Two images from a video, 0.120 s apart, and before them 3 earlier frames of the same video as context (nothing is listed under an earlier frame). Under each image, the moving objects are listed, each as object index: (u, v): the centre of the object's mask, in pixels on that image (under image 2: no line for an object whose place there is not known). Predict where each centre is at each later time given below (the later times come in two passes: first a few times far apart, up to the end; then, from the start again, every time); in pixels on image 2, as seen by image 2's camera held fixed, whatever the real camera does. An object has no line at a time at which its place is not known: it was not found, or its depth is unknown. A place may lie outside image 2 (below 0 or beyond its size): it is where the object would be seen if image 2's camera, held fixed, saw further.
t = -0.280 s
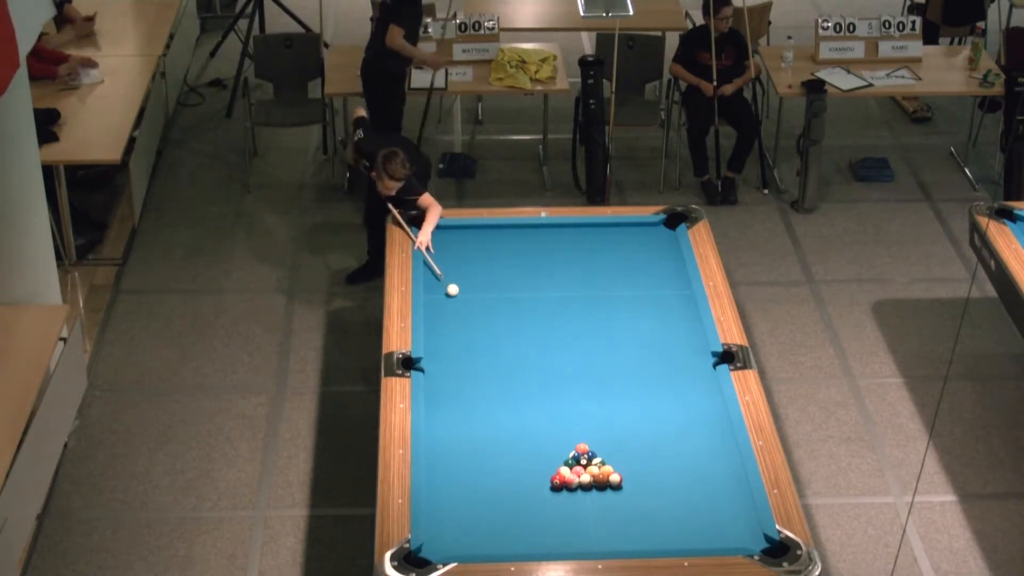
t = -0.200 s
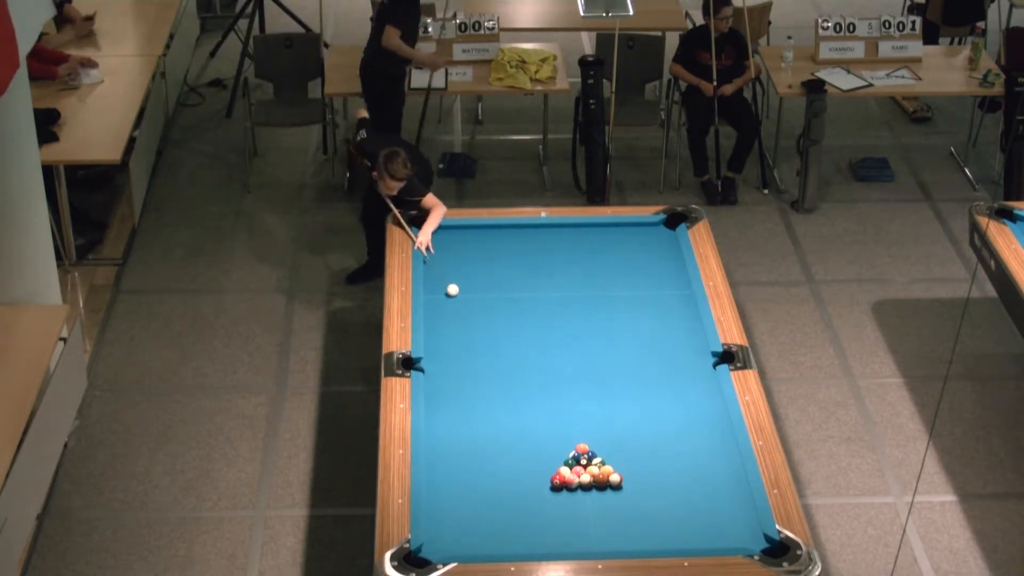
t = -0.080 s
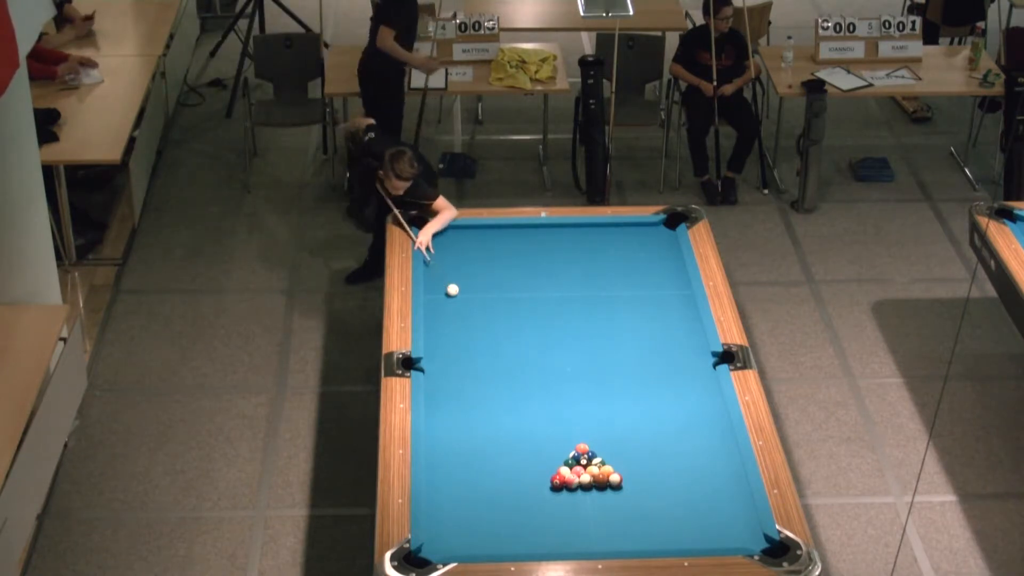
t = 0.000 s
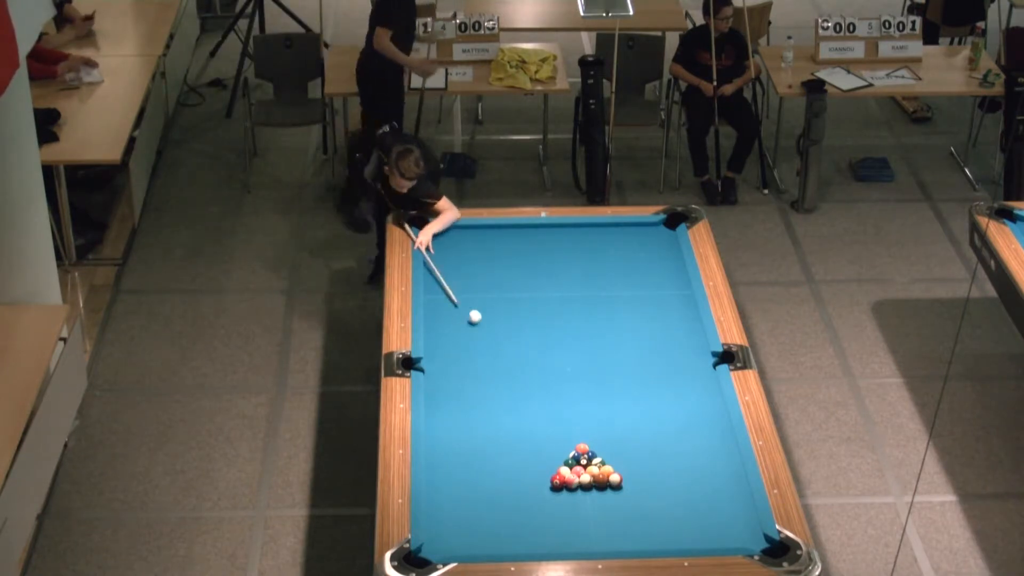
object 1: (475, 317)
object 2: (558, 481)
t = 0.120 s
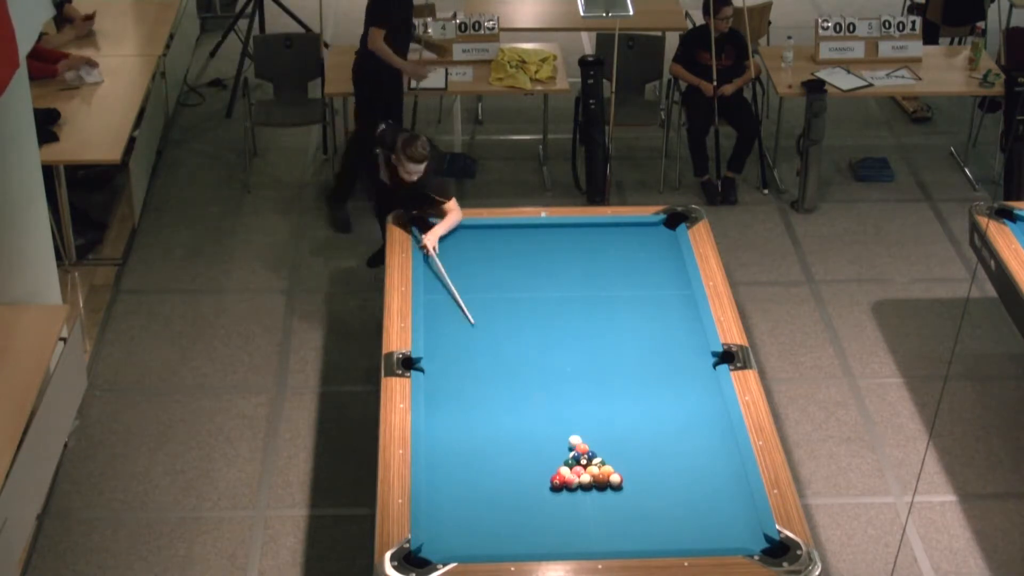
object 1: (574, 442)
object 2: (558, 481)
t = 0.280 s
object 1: (565, 429)
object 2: (505, 547)
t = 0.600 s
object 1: (557, 415)
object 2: (446, 484)
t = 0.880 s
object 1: (556, 413)
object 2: (444, 438)
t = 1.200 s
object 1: (555, 411)
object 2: (464, 394)
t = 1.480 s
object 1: (555, 409)
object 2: (480, 358)
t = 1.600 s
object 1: (555, 410)
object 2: (486, 344)
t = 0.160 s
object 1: (573, 438)
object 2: (544, 498)
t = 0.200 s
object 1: (570, 434)
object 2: (531, 516)
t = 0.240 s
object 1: (568, 432)
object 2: (518, 532)
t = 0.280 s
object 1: (565, 429)
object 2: (505, 547)
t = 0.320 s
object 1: (563, 426)
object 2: (495, 545)
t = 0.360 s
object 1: (562, 424)
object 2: (487, 535)
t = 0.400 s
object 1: (560, 421)
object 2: (479, 525)
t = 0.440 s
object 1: (559, 419)
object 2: (472, 516)
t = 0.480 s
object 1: (558, 418)
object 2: (465, 507)
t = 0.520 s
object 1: (557, 417)
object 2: (458, 499)
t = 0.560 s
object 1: (557, 417)
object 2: (452, 491)
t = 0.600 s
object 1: (557, 415)
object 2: (446, 484)
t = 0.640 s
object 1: (557, 415)
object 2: (440, 477)
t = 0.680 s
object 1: (556, 415)
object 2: (434, 470)
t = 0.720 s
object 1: (556, 415)
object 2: (431, 464)
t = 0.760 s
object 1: (556, 414)
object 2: (435, 457)
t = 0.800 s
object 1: (556, 414)
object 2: (439, 451)
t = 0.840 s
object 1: (556, 413)
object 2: (441, 445)
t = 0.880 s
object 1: (556, 413)
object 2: (444, 438)
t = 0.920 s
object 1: (556, 412)
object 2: (447, 433)
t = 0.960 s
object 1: (556, 412)
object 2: (449, 427)
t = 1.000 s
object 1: (555, 412)
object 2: (452, 421)
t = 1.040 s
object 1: (555, 411)
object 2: (454, 416)
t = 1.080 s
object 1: (555, 411)
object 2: (457, 410)
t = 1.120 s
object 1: (555, 411)
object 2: (460, 404)
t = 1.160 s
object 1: (555, 411)
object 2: (462, 399)
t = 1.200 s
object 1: (555, 411)
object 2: (464, 394)
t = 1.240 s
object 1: (555, 410)
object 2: (467, 388)
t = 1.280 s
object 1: (555, 410)
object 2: (469, 383)
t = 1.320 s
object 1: (555, 410)
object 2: (471, 378)
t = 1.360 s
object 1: (555, 410)
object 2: (474, 373)
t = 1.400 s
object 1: (555, 410)
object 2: (476, 368)
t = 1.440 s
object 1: (555, 410)
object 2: (478, 363)
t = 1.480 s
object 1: (555, 409)
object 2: (480, 358)
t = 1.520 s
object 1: (555, 410)
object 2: (482, 353)
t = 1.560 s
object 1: (555, 410)
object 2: (484, 348)
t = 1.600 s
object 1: (555, 410)
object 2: (486, 344)
